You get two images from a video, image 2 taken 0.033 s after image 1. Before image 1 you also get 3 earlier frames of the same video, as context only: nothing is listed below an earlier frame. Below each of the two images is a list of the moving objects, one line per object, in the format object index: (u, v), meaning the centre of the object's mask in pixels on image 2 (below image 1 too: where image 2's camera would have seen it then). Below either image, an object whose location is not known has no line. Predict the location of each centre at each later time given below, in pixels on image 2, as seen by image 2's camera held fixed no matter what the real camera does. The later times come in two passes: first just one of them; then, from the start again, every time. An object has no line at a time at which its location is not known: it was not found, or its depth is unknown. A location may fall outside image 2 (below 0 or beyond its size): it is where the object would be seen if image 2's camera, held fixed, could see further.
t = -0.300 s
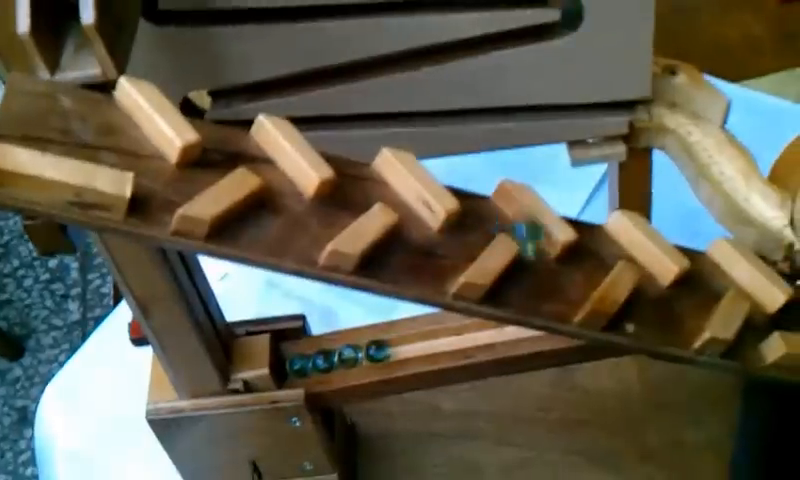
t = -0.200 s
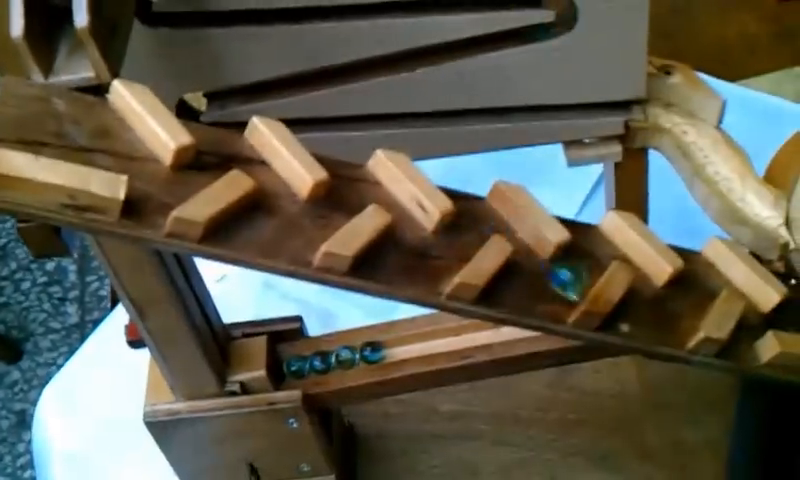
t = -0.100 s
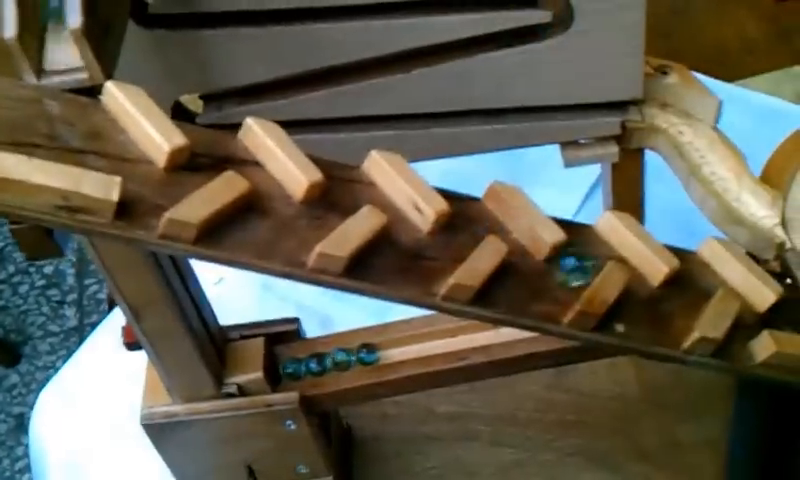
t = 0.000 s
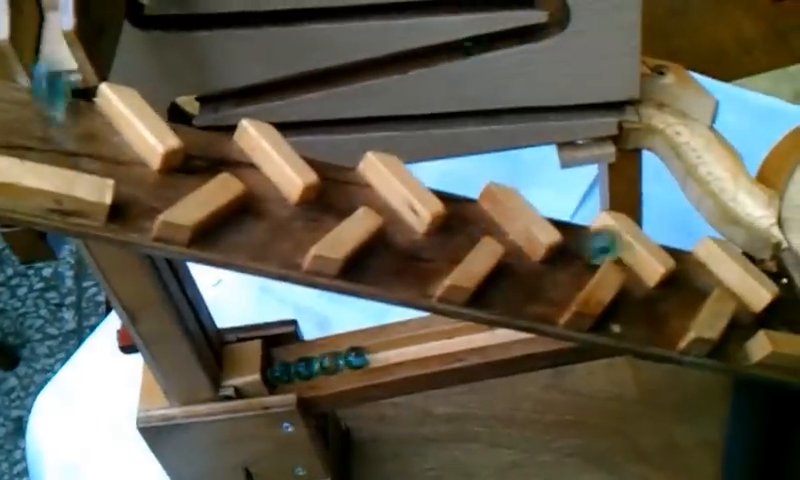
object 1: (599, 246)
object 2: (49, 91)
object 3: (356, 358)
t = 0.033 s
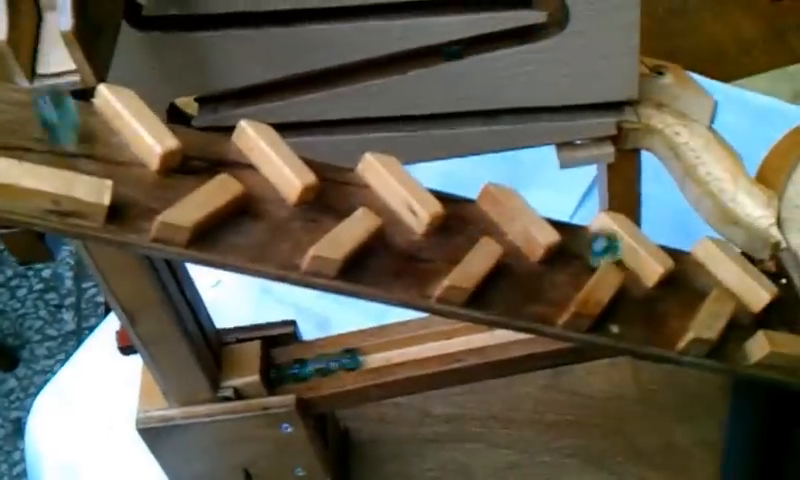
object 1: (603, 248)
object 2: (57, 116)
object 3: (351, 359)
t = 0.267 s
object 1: (671, 297)
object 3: (340, 360)
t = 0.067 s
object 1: (605, 249)
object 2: (77, 145)
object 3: (344, 361)
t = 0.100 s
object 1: (616, 251)
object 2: (113, 163)
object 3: (340, 361)
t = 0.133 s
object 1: (621, 255)
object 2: (132, 169)
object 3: (340, 361)
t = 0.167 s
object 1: (633, 270)
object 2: (132, 181)
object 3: (340, 360)
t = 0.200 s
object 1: (643, 285)
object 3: (340, 360)
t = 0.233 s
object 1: (666, 296)
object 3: (340, 361)
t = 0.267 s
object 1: (671, 297)
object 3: (340, 360)
